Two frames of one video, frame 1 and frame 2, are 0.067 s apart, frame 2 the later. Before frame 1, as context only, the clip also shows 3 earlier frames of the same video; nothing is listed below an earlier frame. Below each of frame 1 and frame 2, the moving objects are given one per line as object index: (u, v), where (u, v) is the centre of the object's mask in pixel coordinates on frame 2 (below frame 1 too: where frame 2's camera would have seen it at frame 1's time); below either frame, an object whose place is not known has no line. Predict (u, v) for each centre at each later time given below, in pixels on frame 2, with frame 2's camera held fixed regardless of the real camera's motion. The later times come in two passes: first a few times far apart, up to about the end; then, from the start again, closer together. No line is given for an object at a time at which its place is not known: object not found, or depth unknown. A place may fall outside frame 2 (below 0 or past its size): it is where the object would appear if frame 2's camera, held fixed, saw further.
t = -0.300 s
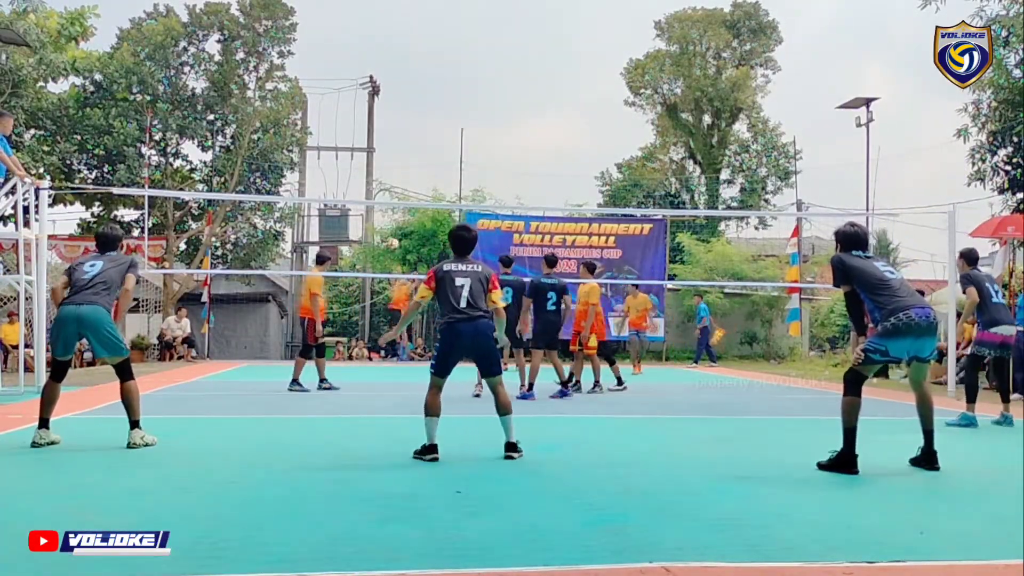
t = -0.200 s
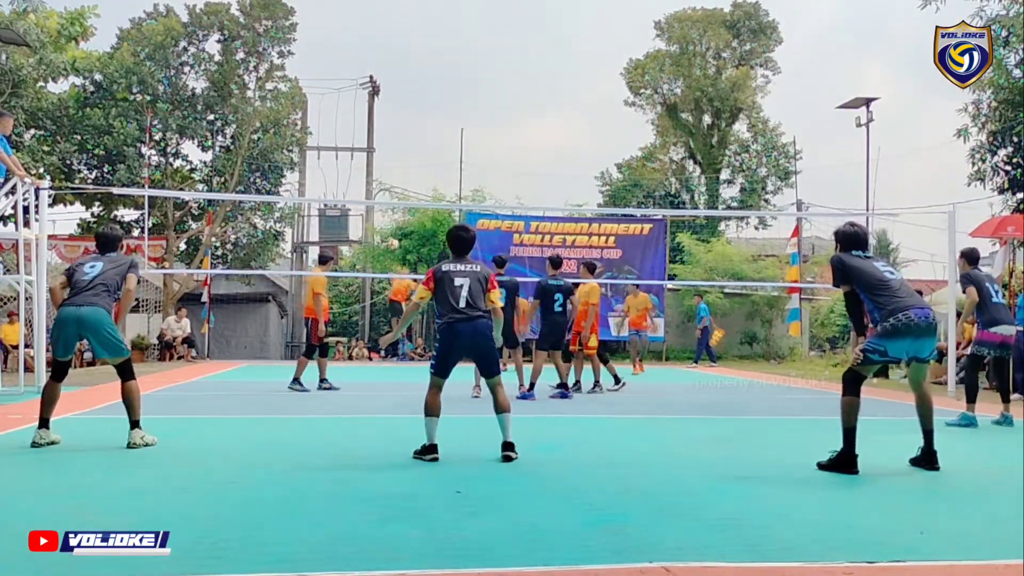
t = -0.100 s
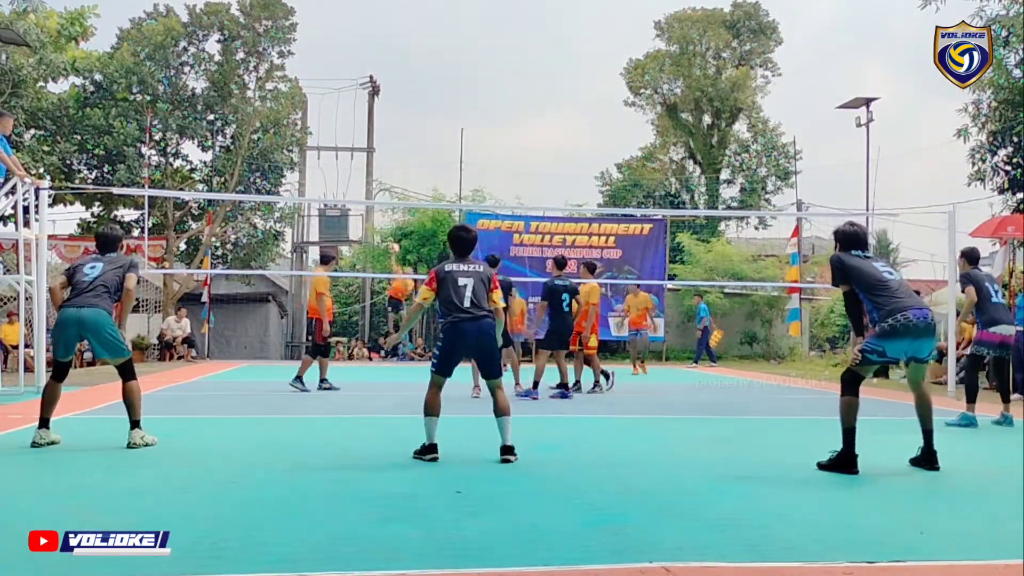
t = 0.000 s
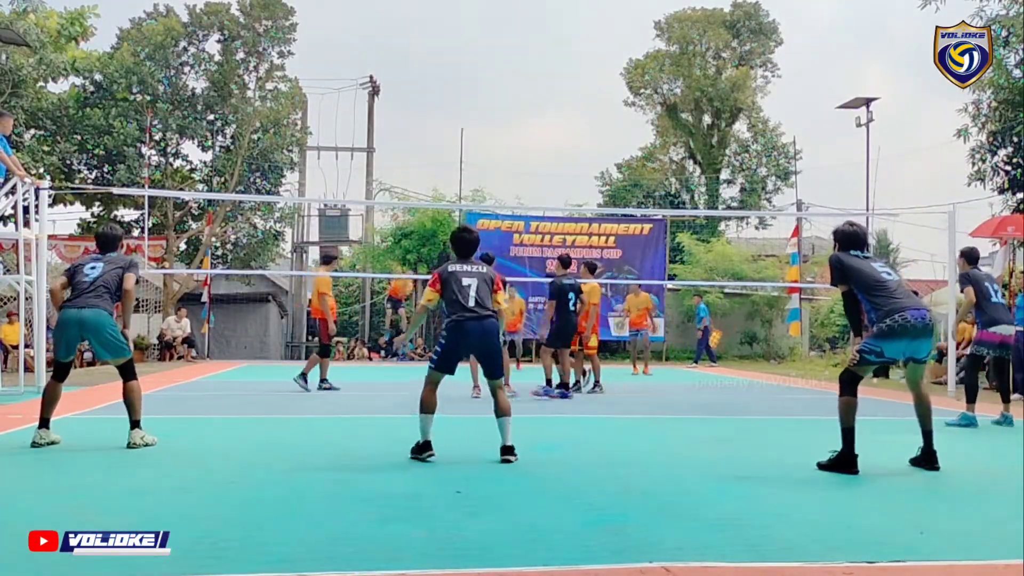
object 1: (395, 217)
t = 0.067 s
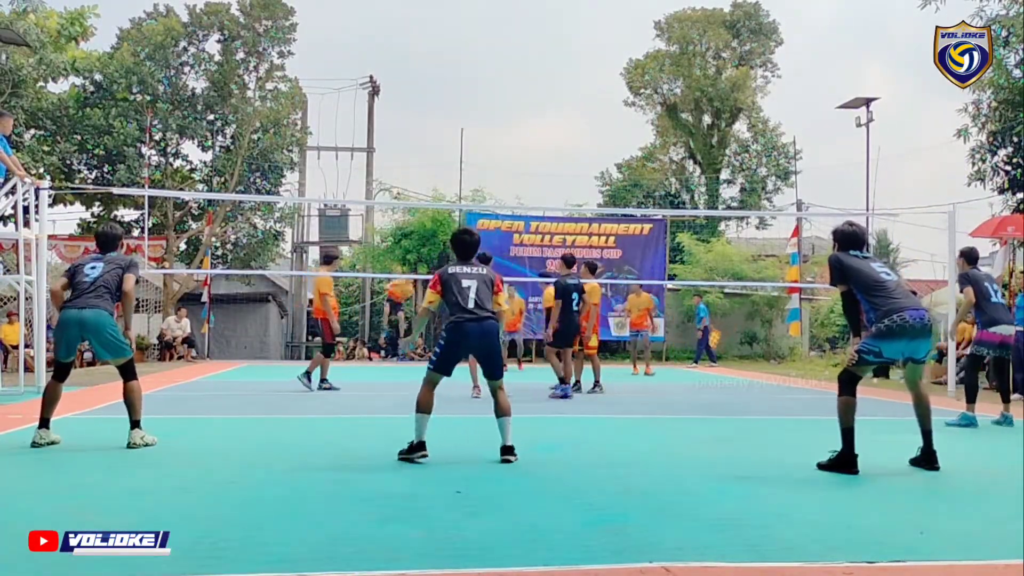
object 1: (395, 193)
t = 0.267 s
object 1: (403, 134)
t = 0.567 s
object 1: (416, 58)
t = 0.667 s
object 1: (421, 39)
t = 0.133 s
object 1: (398, 174)
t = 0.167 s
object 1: (399, 164)
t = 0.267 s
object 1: (403, 134)
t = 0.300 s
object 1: (404, 125)
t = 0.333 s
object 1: (406, 115)
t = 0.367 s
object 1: (407, 107)
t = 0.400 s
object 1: (409, 97)
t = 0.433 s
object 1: (410, 89)
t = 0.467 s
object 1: (411, 80)
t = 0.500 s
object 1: (413, 72)
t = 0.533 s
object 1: (414, 64)
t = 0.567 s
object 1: (416, 58)
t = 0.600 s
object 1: (418, 51)
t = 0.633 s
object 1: (419, 44)
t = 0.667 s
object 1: (421, 39)
